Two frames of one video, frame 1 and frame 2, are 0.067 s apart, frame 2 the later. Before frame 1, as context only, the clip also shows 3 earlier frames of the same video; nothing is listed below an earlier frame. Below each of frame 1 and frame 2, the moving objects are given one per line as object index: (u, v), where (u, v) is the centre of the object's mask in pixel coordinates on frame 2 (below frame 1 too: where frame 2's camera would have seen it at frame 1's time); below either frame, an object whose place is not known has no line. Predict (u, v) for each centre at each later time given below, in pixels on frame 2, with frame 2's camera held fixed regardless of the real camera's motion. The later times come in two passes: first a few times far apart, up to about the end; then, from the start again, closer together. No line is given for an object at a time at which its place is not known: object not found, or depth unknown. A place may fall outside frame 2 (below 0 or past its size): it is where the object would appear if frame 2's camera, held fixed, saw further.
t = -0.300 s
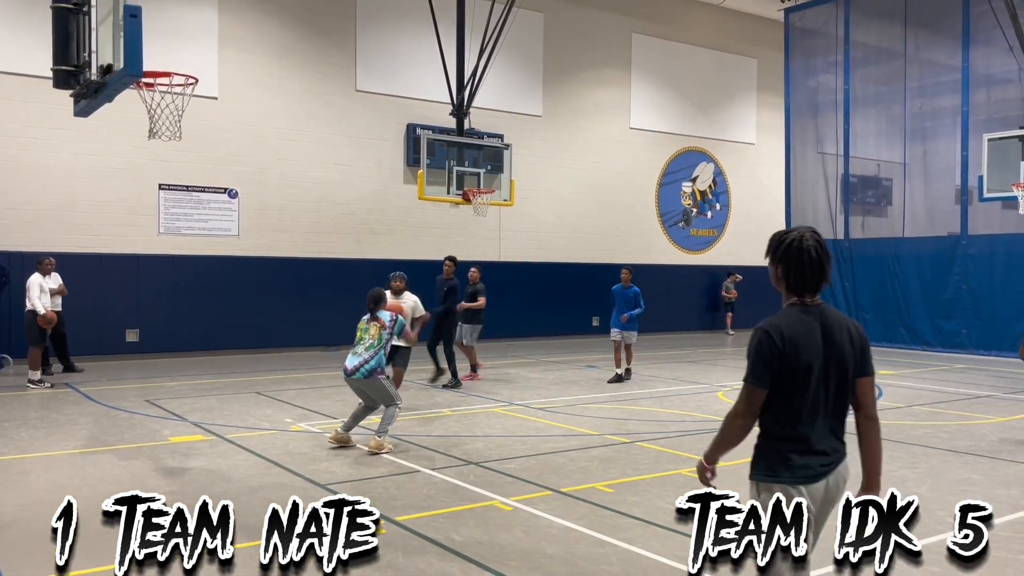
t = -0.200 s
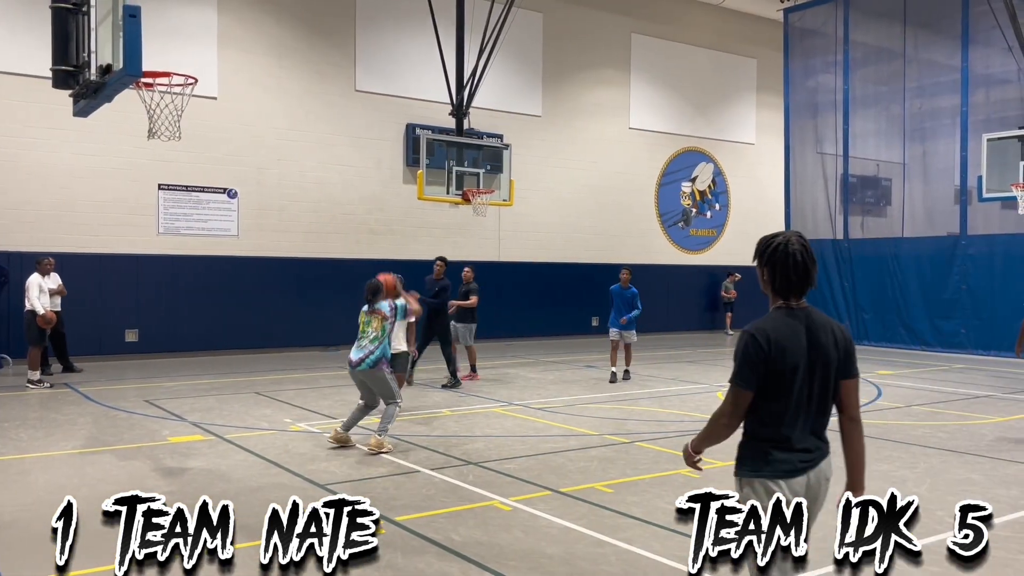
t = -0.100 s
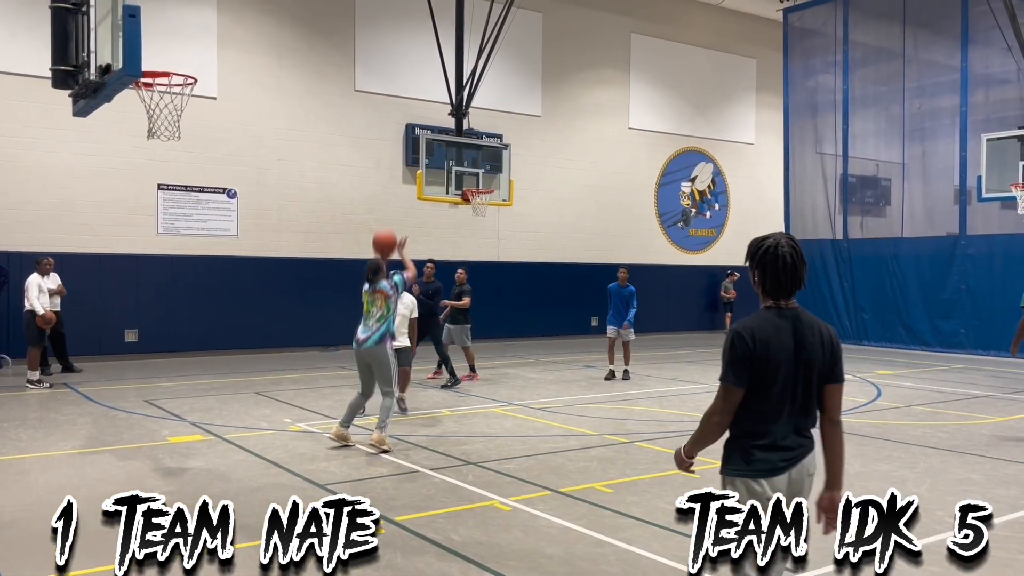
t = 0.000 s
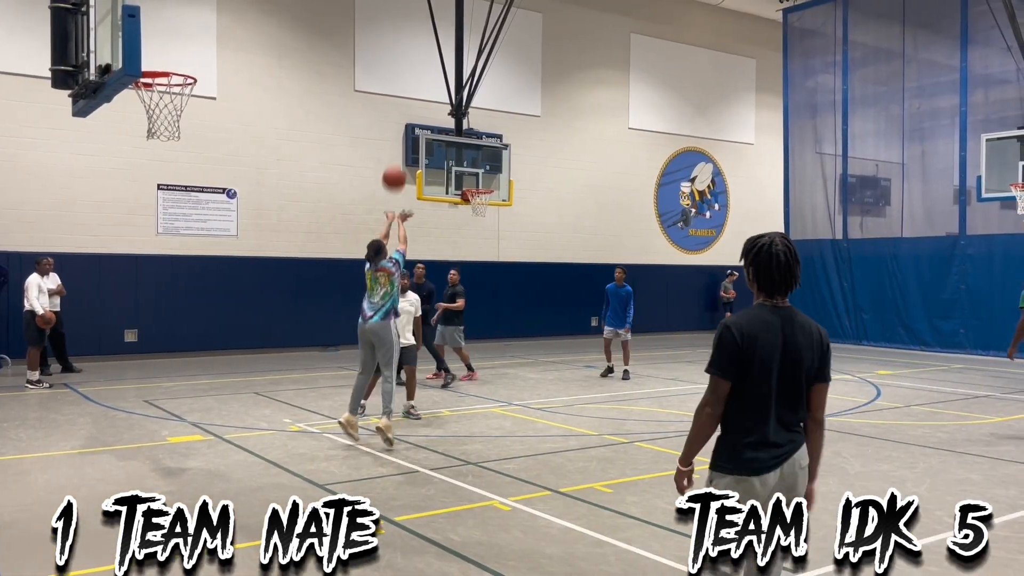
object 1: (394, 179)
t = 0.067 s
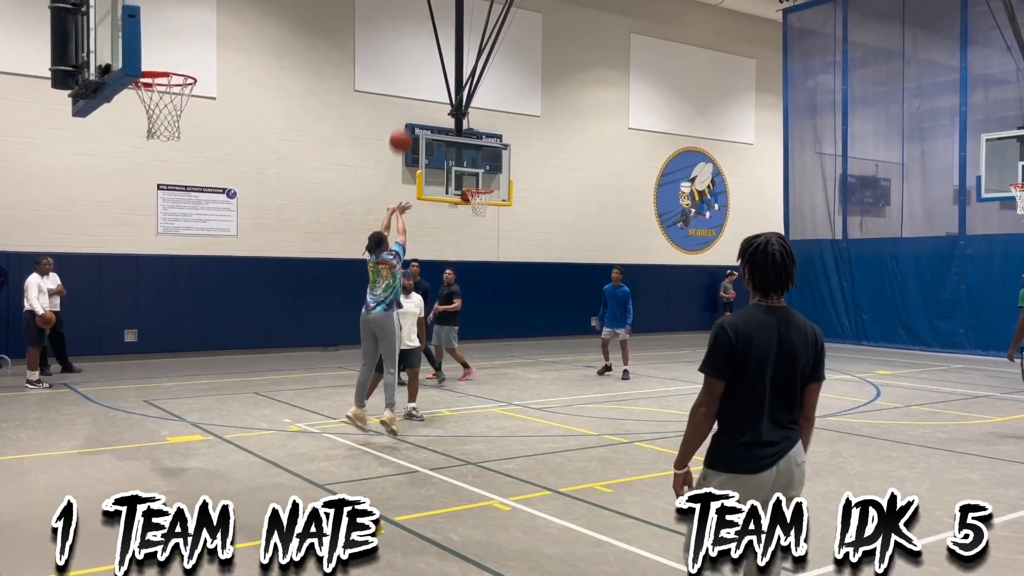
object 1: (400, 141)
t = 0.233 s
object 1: (416, 75)
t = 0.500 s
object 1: (435, 33)
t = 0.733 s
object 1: (448, 44)
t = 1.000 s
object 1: (461, 95)
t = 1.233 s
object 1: (470, 166)
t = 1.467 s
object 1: (478, 181)
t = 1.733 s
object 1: (449, 185)
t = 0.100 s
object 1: (404, 125)
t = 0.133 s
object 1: (407, 111)
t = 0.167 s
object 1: (410, 98)
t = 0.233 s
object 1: (416, 75)
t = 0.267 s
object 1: (418, 66)
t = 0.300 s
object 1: (421, 58)
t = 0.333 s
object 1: (424, 51)
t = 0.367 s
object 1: (426, 46)
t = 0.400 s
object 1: (428, 41)
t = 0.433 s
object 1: (431, 37)
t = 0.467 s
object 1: (433, 35)
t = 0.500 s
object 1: (435, 33)
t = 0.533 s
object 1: (437, 32)
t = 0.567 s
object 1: (439, 32)
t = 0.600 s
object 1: (441, 33)
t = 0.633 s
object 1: (443, 34)
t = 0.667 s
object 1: (445, 37)
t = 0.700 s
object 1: (447, 40)
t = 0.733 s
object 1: (448, 44)
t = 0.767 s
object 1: (450, 48)
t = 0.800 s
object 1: (452, 53)
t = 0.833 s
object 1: (454, 59)
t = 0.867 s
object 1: (455, 65)
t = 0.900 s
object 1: (457, 71)
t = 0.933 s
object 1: (458, 79)
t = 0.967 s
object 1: (460, 86)
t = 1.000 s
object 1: (461, 95)
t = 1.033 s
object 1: (462, 105)
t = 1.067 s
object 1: (463, 113)
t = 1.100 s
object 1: (465, 123)
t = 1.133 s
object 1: (467, 134)
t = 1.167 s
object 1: (468, 145)
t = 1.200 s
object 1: (469, 154)
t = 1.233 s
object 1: (470, 166)
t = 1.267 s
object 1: (471, 178)
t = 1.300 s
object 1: (473, 185)
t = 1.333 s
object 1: (483, 186)
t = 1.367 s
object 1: (485, 186)
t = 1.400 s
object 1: (485, 185)
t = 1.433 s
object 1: (482, 183)
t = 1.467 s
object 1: (478, 181)
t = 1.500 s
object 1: (474, 179)
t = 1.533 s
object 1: (471, 178)
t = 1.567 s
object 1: (467, 177)
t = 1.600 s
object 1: (464, 177)
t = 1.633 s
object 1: (460, 179)
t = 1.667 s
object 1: (457, 181)
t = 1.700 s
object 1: (454, 182)
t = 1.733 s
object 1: (449, 185)
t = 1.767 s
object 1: (446, 188)
